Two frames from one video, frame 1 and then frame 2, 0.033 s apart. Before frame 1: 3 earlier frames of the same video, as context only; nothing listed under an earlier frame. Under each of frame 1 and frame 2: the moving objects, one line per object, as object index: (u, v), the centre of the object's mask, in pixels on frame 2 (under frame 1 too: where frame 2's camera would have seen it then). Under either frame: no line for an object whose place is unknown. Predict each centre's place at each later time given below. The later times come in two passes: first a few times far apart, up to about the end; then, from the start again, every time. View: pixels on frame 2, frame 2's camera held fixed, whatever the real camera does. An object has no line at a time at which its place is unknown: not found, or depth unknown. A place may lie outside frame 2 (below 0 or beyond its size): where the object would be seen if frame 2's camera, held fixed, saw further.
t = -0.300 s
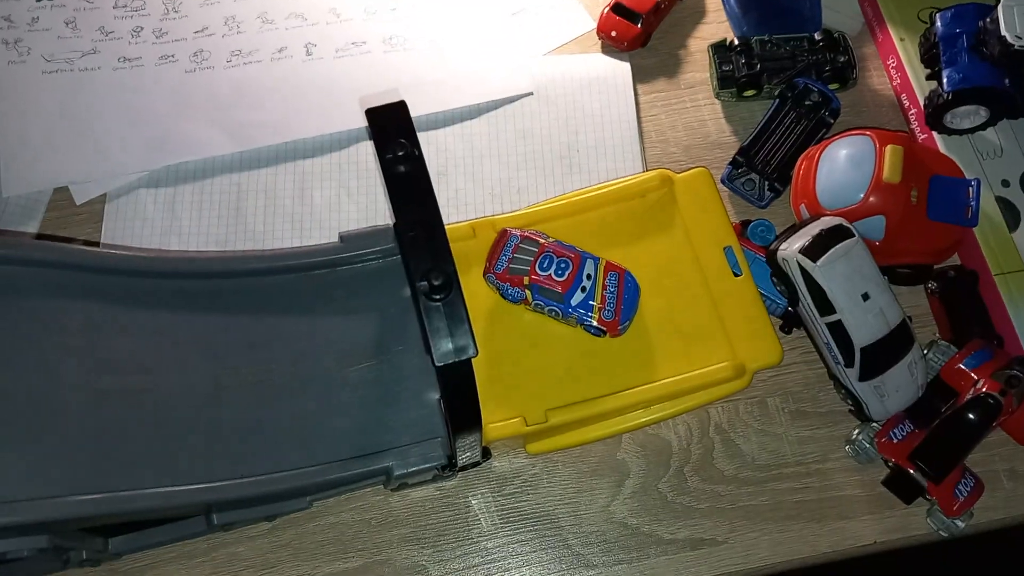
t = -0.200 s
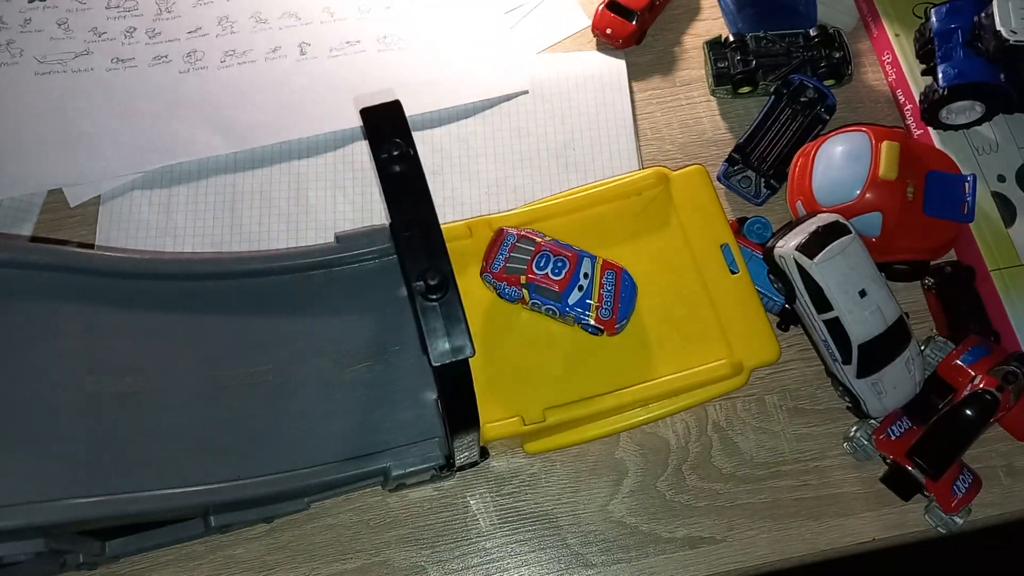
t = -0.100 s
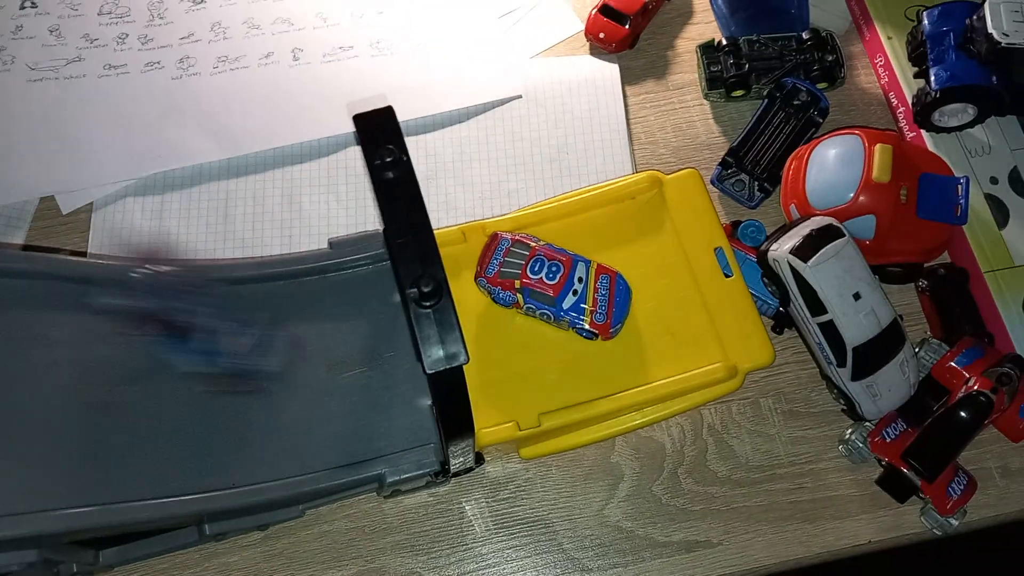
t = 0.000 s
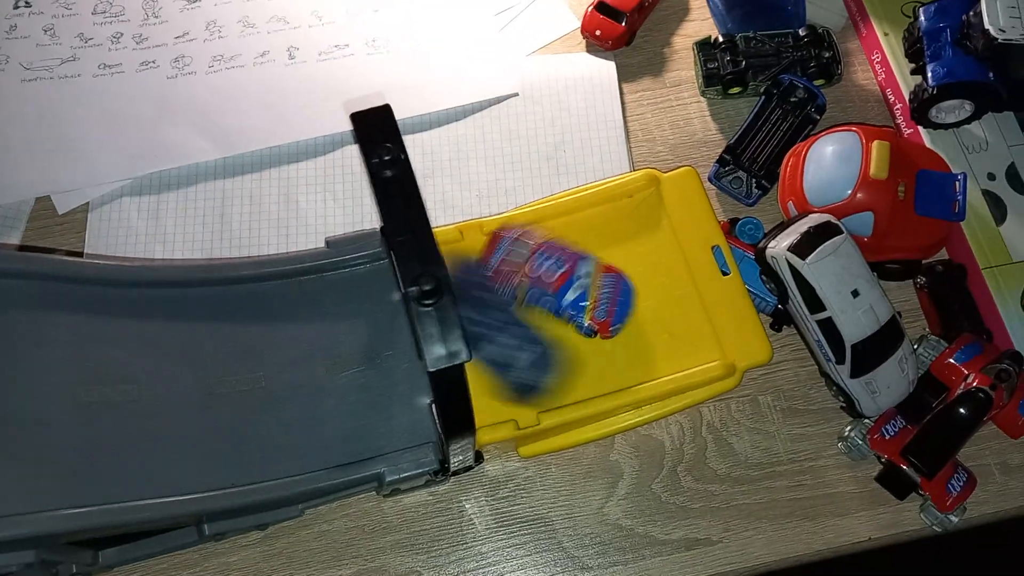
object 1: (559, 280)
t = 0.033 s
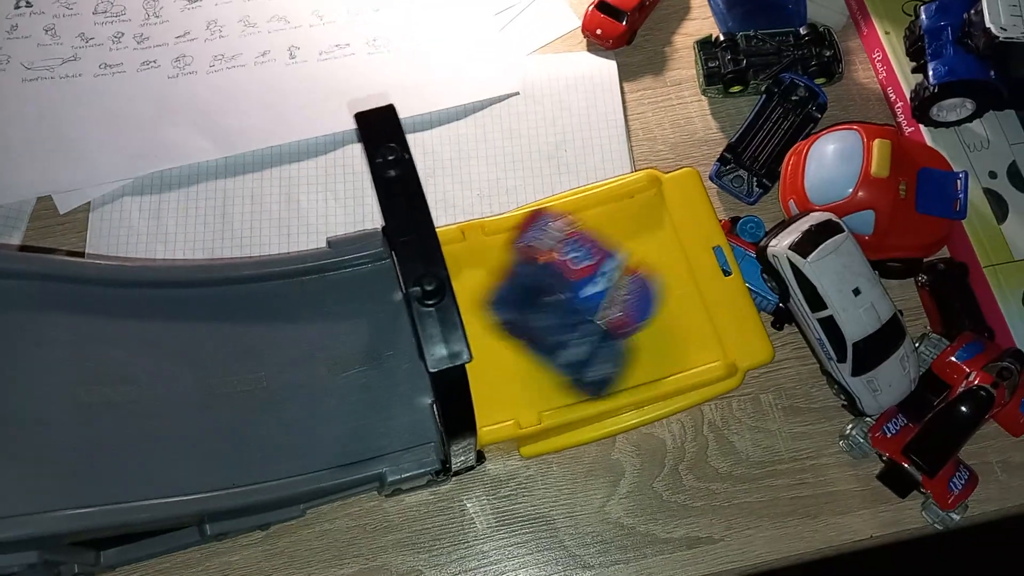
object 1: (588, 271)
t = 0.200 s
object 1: (685, 234)
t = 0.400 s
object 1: (653, 235)
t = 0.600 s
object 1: (650, 236)
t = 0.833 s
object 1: (650, 235)
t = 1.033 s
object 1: (651, 236)
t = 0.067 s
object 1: (624, 257)
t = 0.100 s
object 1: (653, 249)
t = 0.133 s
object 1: (672, 242)
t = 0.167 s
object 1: (684, 236)
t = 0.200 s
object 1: (685, 234)
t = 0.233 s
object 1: (682, 231)
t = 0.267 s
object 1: (678, 231)
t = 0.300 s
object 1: (669, 233)
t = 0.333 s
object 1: (662, 233)
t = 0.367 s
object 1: (656, 234)
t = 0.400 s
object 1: (653, 235)
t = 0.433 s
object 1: (652, 235)
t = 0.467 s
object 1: (651, 235)
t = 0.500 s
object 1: (651, 235)
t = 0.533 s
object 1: (650, 236)
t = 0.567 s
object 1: (650, 235)
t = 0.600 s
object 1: (650, 236)
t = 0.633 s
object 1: (649, 235)
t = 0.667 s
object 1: (648, 233)
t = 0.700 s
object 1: (651, 235)
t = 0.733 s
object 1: (652, 235)
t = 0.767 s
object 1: (651, 235)
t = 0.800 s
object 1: (650, 236)
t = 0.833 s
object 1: (650, 235)
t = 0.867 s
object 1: (651, 235)
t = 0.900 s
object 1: (651, 236)
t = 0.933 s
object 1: (650, 236)
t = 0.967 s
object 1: (650, 236)
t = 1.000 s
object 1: (650, 236)
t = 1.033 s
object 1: (651, 236)
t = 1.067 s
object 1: (651, 236)
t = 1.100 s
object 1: (651, 235)
